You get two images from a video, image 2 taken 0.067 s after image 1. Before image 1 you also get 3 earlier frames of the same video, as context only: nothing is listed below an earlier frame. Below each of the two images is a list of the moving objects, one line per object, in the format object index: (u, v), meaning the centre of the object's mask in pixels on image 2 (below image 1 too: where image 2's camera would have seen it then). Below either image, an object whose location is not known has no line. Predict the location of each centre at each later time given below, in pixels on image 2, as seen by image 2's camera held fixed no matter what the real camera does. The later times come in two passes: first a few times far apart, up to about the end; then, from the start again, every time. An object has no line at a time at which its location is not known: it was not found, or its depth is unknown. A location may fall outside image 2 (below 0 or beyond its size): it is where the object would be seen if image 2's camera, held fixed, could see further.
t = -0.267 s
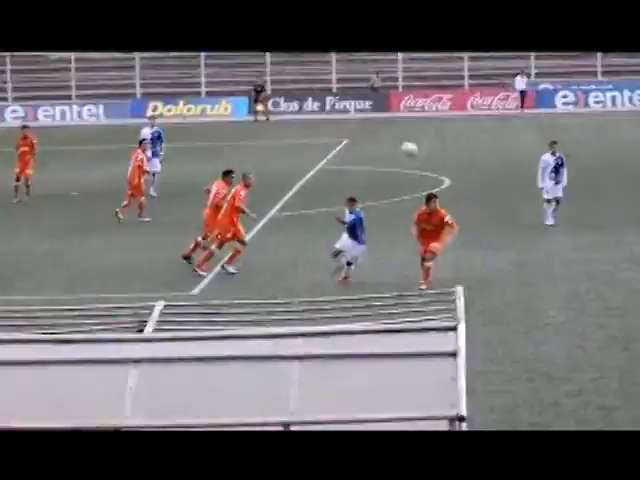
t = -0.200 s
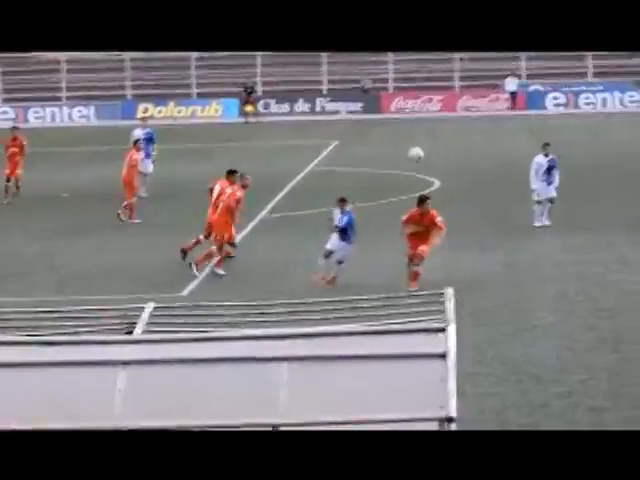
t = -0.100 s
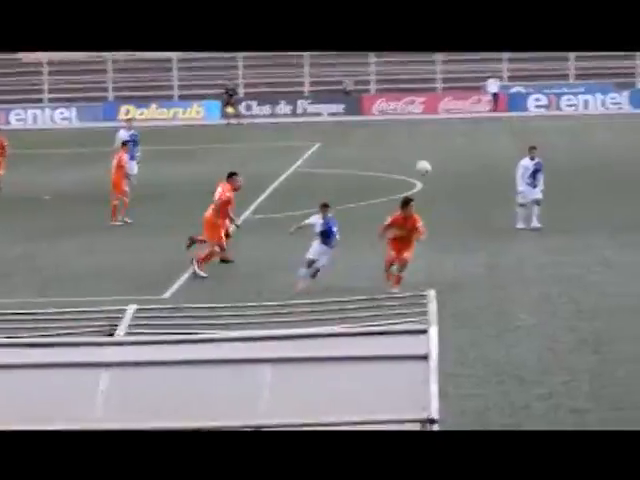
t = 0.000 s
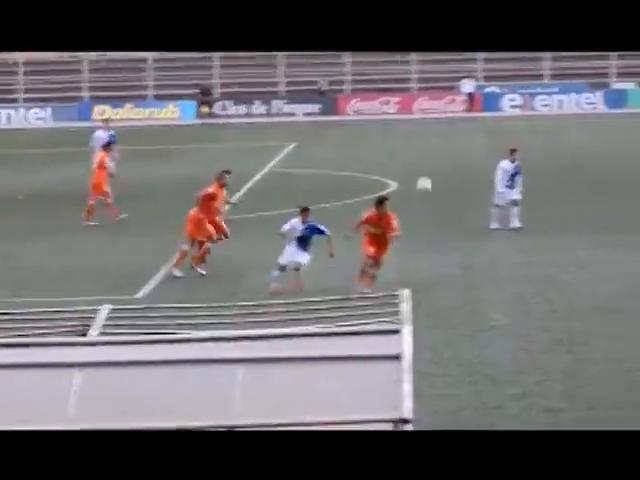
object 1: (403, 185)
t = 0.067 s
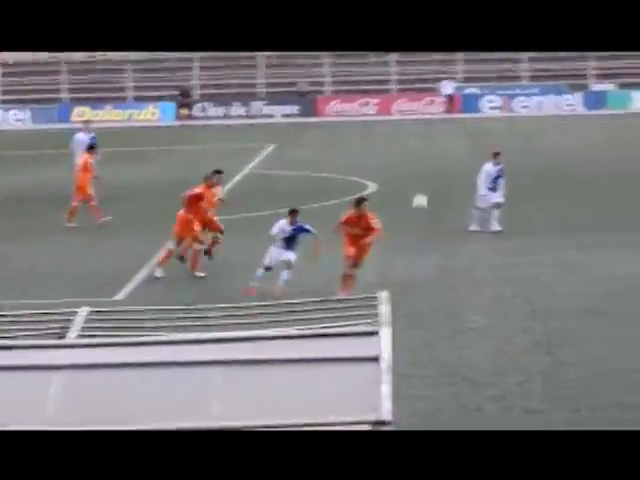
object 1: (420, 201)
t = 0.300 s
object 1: (482, 283)
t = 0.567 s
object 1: (509, 268)
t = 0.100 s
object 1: (428, 212)
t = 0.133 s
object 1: (436, 221)
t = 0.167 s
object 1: (446, 232)
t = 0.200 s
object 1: (455, 242)
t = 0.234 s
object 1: (464, 255)
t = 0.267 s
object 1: (472, 269)
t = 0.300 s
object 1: (482, 283)
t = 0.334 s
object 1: (491, 299)
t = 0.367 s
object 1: (499, 313)
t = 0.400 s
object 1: (500, 309)
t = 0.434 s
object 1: (502, 294)
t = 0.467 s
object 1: (503, 286)
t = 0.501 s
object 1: (505, 279)
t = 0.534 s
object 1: (507, 273)
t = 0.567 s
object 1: (509, 268)
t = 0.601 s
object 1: (511, 264)
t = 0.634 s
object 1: (512, 260)
